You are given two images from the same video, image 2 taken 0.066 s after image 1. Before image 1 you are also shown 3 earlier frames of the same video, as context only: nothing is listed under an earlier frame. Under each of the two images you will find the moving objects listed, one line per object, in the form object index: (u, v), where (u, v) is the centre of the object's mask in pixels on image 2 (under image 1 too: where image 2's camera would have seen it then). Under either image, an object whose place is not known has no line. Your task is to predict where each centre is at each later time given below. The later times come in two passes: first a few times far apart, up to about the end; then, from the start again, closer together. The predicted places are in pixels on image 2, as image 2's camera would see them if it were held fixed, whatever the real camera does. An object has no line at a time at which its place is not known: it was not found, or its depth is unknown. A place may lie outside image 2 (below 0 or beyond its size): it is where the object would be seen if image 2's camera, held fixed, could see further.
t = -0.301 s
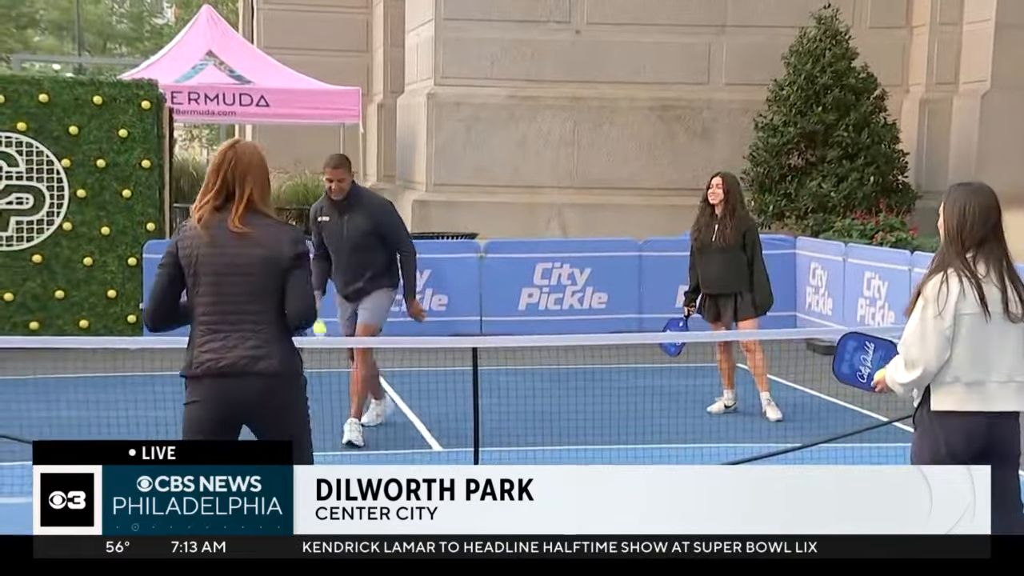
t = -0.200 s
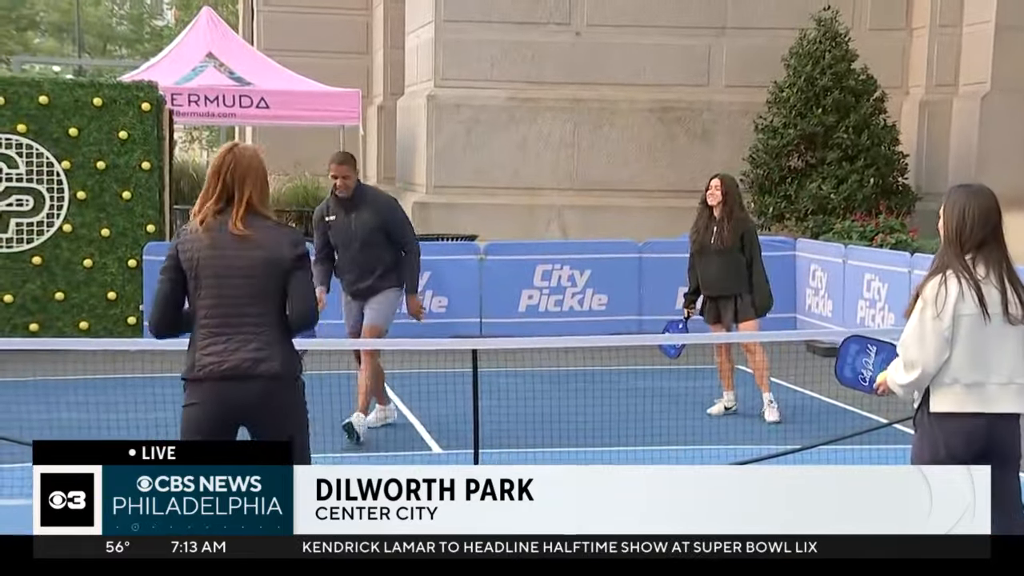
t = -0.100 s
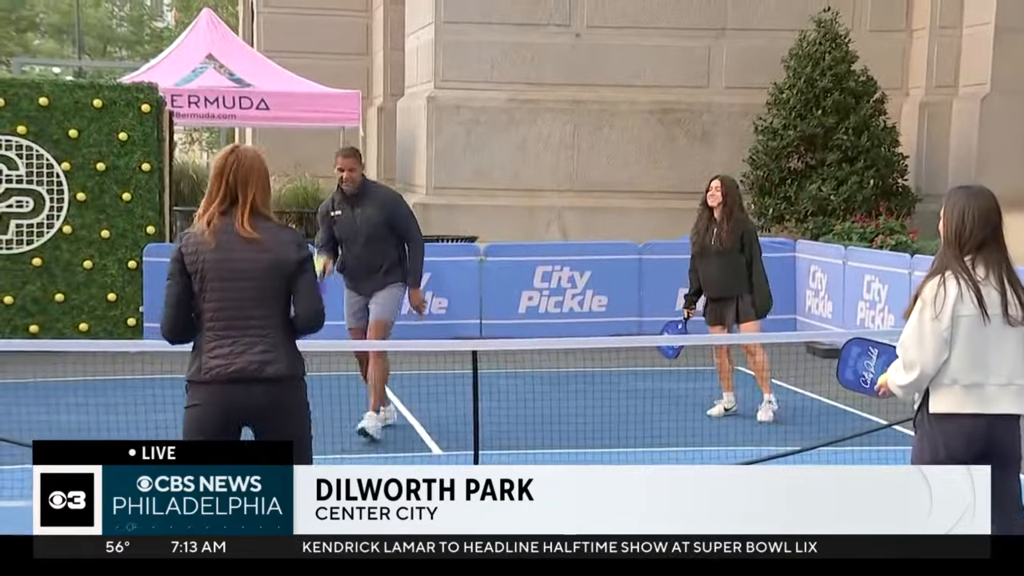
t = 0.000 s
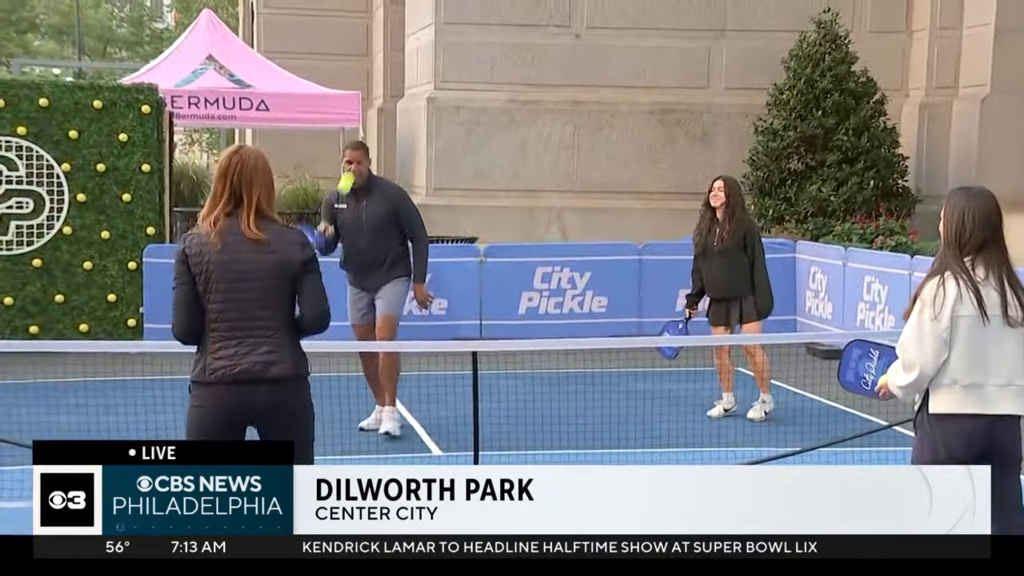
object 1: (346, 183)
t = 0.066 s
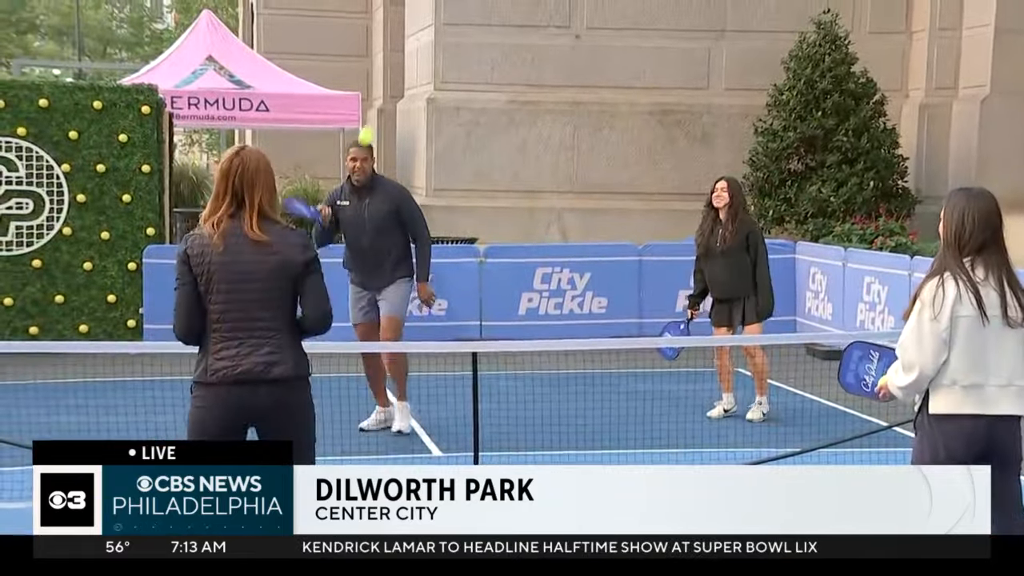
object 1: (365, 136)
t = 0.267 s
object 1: (430, 29)
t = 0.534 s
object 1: (523, 0)
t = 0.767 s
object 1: (611, 98)
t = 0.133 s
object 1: (386, 93)
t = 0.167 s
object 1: (397, 75)
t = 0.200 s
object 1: (405, 58)
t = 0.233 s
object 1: (418, 41)
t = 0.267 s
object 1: (430, 29)
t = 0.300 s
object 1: (441, 19)
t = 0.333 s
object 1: (452, 10)
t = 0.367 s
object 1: (464, 3)
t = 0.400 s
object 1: (476, -2)
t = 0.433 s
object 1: (487, -5)
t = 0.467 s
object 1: (499, -6)
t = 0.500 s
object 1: (511, -4)
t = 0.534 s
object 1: (523, 0)
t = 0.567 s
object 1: (536, 6)
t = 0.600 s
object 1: (548, 15)
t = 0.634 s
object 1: (560, 26)
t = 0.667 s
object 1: (573, 40)
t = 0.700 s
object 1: (586, 57)
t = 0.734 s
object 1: (599, 76)
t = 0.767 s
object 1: (611, 98)
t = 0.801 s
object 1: (625, 123)
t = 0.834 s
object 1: (638, 150)
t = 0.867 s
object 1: (651, 180)
